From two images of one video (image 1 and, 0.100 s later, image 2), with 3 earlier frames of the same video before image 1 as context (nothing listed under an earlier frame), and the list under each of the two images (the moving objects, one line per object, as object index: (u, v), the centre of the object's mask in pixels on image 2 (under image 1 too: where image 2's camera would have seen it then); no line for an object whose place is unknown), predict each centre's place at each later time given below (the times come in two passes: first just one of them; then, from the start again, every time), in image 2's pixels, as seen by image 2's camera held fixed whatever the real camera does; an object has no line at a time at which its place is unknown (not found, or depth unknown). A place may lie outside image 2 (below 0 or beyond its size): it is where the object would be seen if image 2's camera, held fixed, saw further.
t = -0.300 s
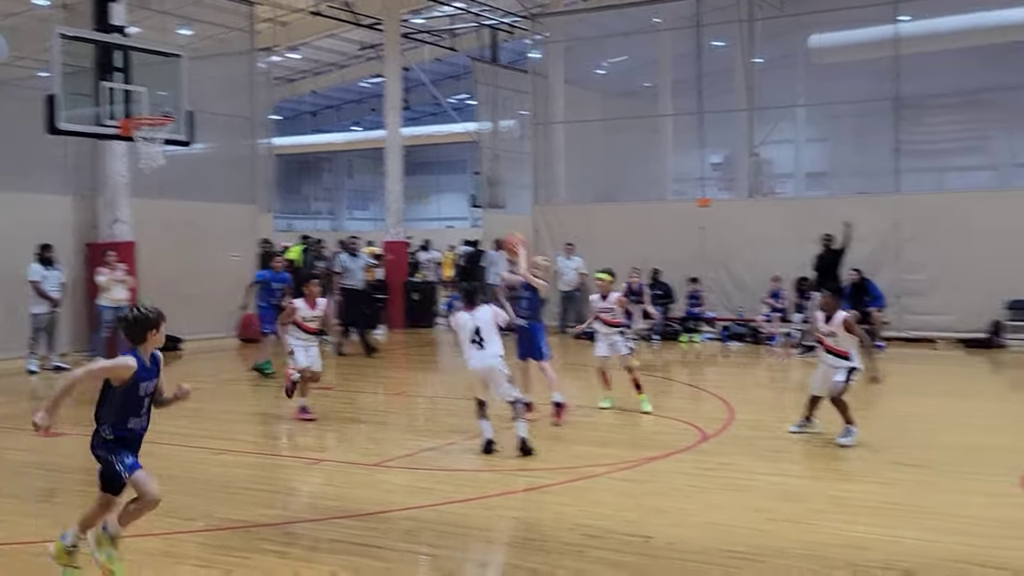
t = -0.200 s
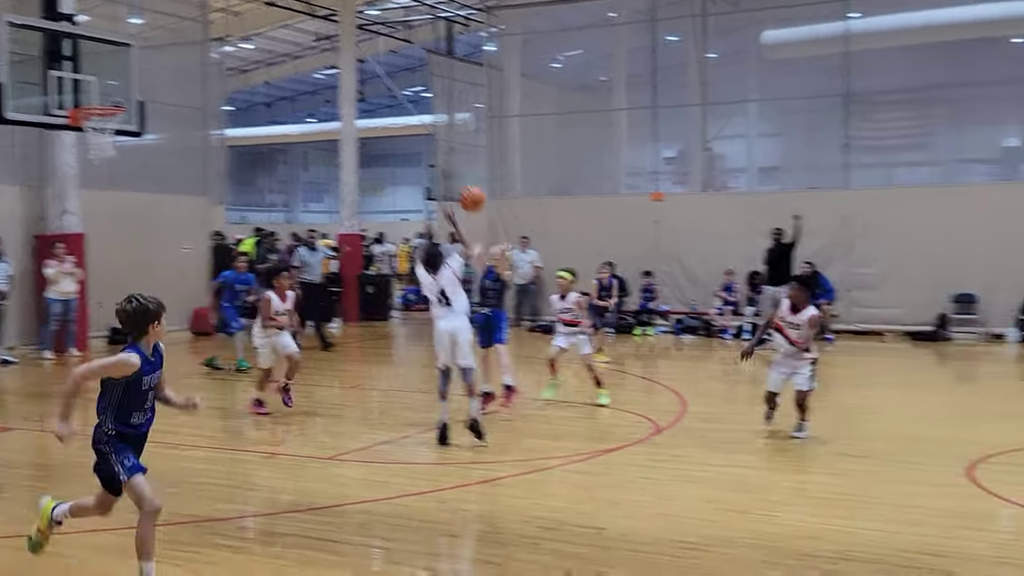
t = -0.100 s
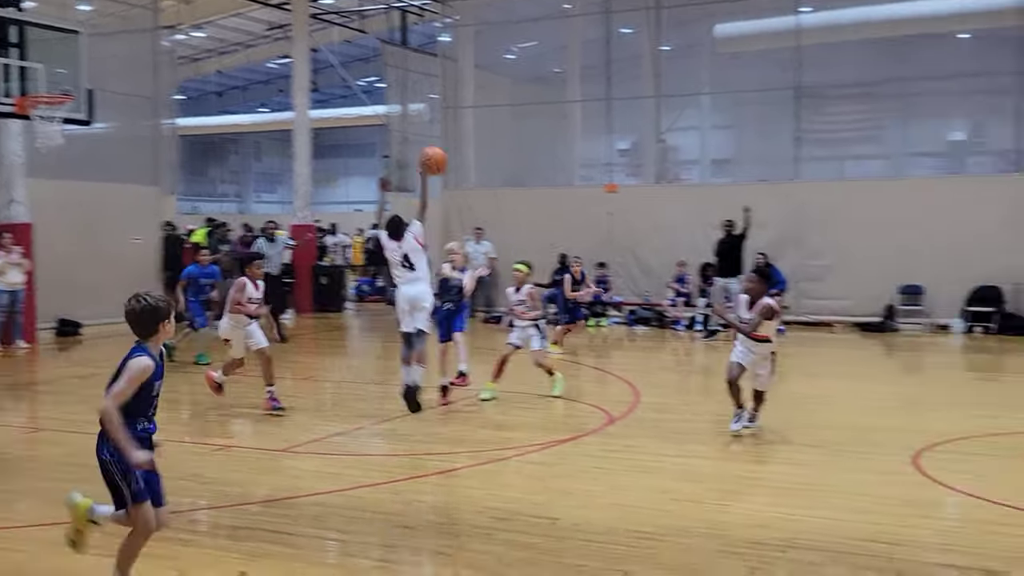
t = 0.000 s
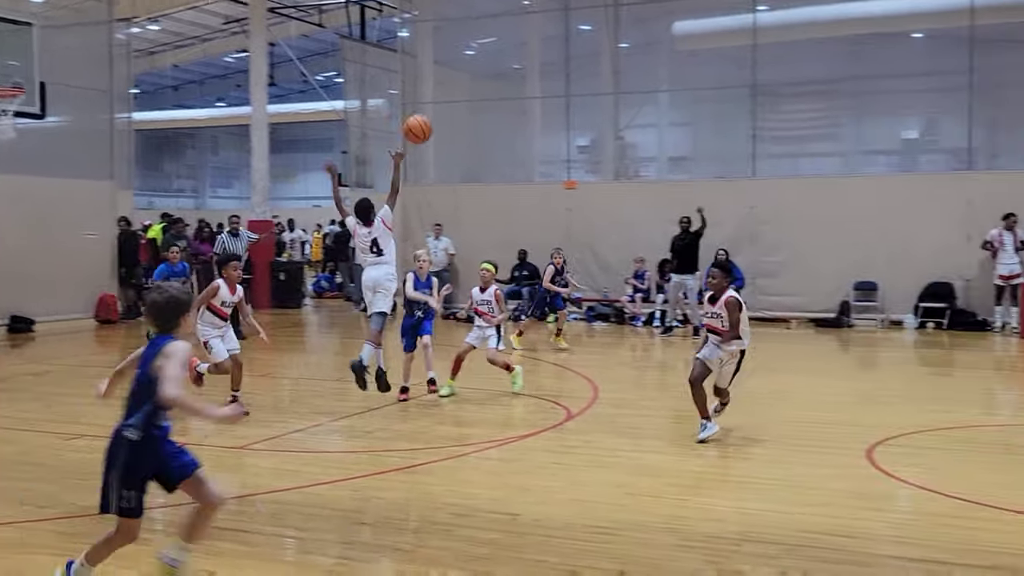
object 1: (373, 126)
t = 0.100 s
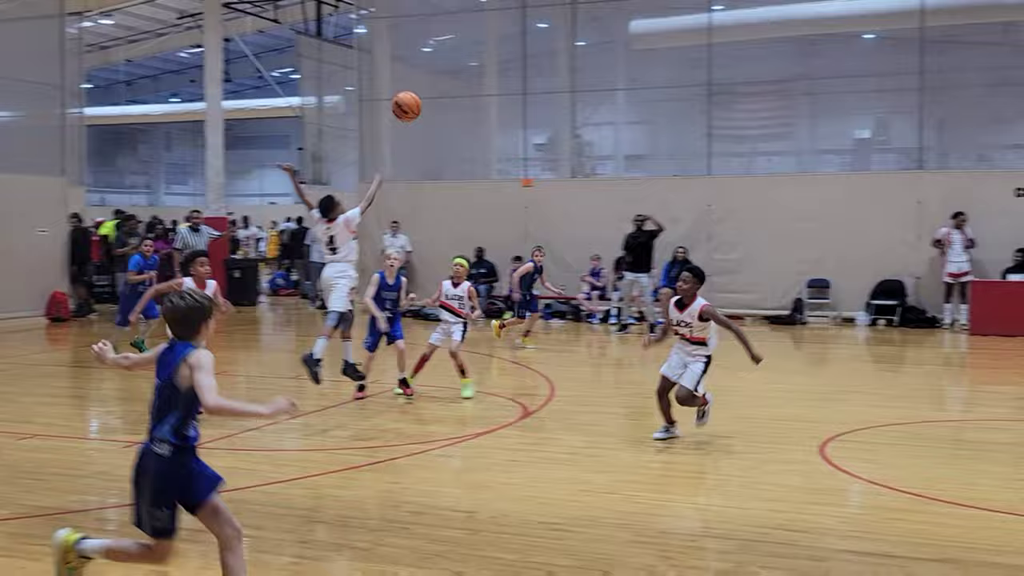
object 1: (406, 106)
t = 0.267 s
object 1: (463, 99)
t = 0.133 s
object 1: (417, 102)
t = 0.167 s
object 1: (427, 99)
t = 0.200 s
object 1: (440, 98)
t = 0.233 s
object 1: (451, 98)
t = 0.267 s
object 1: (463, 99)
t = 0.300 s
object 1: (474, 102)
